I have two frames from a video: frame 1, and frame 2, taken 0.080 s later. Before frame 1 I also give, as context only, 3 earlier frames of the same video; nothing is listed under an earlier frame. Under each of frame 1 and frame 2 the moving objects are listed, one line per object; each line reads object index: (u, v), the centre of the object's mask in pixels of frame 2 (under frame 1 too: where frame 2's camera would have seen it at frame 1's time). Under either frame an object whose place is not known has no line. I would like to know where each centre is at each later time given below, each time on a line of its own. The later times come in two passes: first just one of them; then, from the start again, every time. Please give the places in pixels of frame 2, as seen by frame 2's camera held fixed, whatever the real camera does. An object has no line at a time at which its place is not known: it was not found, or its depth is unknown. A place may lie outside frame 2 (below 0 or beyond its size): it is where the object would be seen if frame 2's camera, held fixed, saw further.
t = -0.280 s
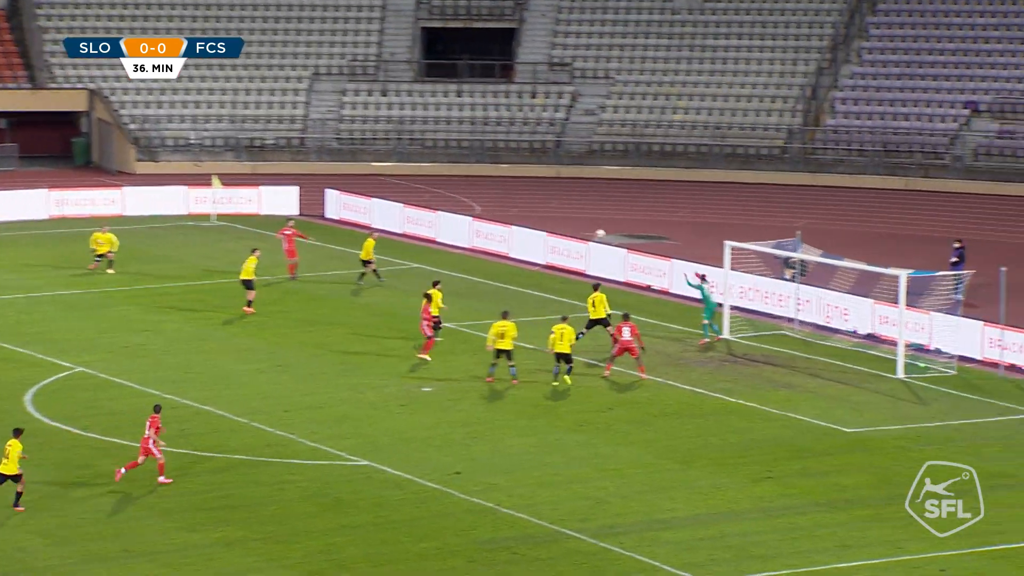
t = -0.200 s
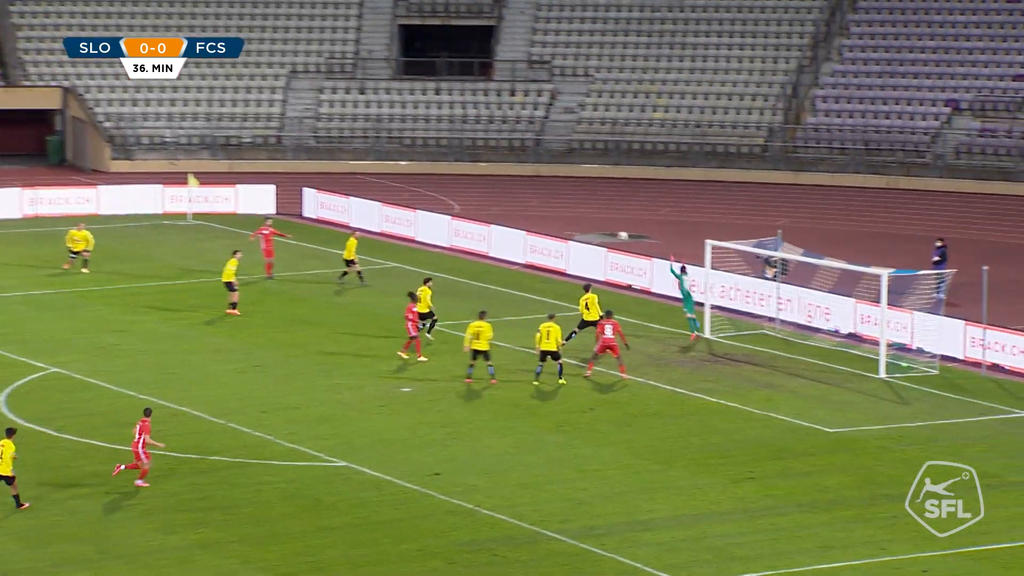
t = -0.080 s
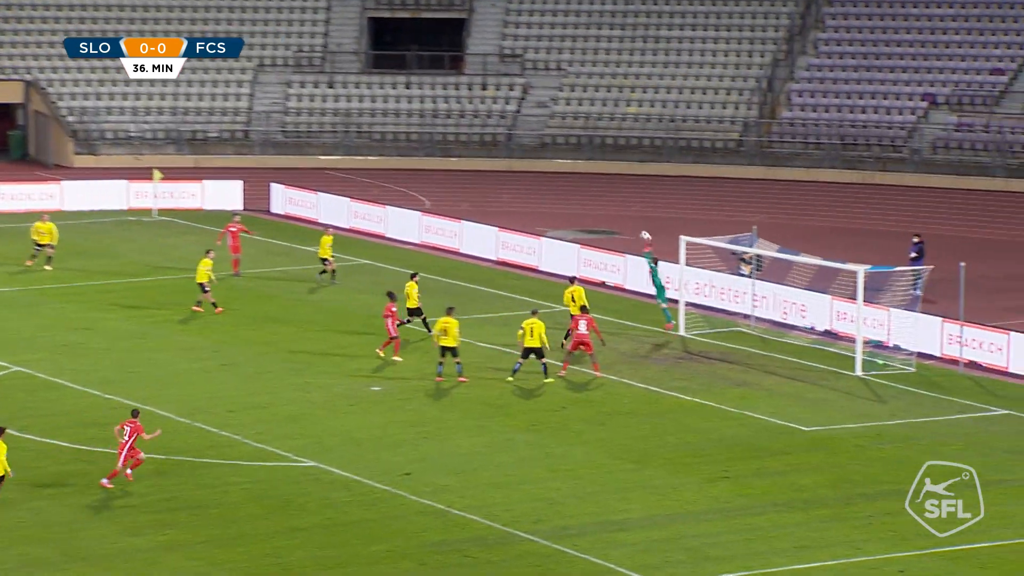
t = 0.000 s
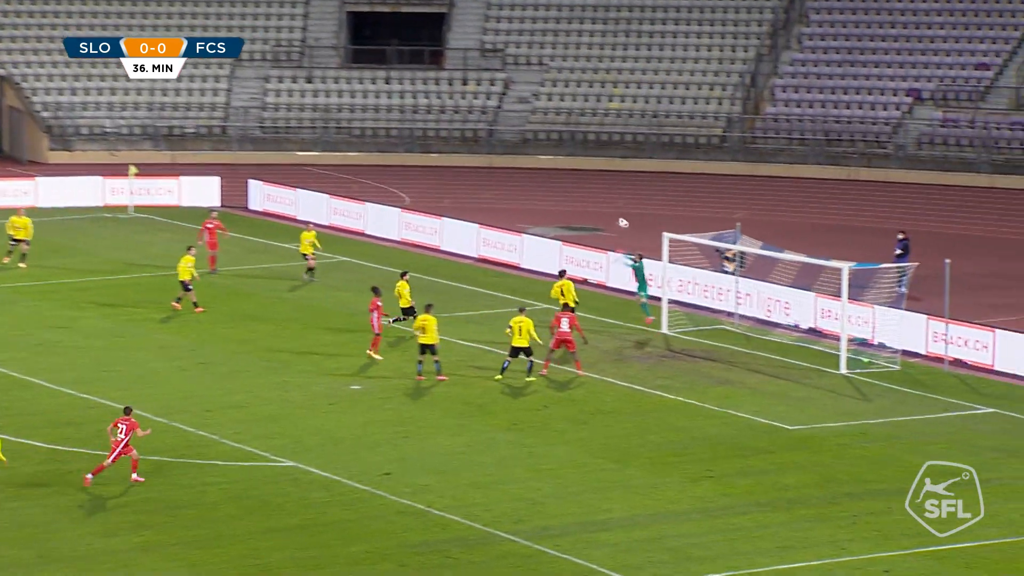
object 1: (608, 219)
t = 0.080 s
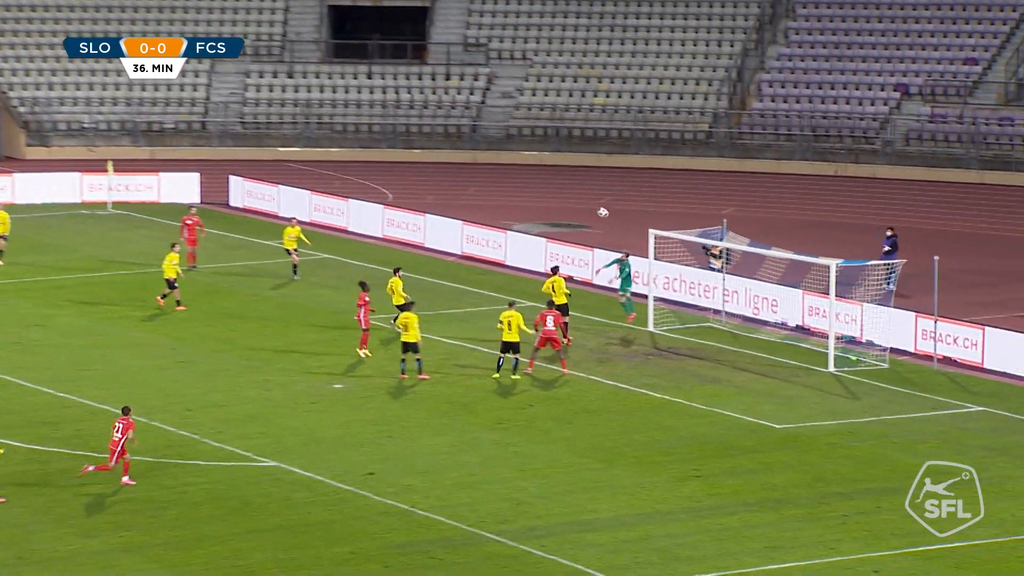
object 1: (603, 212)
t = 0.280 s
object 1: (594, 207)
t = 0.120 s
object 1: (600, 210)
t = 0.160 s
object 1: (598, 208)
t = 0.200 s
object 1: (597, 207)
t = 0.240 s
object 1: (595, 206)
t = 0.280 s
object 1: (594, 207)
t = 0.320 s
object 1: (592, 207)
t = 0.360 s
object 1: (590, 208)
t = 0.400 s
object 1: (586, 210)
